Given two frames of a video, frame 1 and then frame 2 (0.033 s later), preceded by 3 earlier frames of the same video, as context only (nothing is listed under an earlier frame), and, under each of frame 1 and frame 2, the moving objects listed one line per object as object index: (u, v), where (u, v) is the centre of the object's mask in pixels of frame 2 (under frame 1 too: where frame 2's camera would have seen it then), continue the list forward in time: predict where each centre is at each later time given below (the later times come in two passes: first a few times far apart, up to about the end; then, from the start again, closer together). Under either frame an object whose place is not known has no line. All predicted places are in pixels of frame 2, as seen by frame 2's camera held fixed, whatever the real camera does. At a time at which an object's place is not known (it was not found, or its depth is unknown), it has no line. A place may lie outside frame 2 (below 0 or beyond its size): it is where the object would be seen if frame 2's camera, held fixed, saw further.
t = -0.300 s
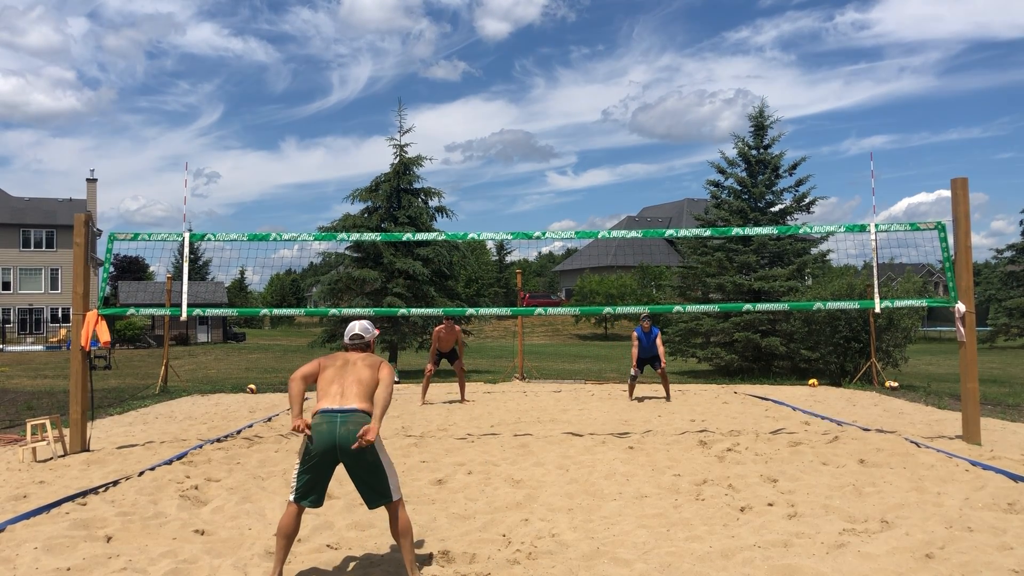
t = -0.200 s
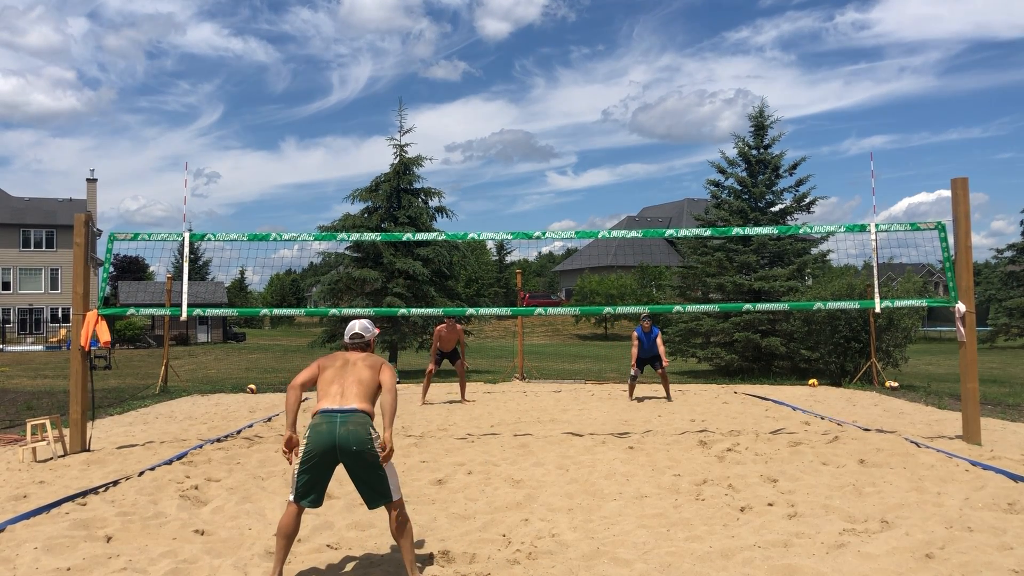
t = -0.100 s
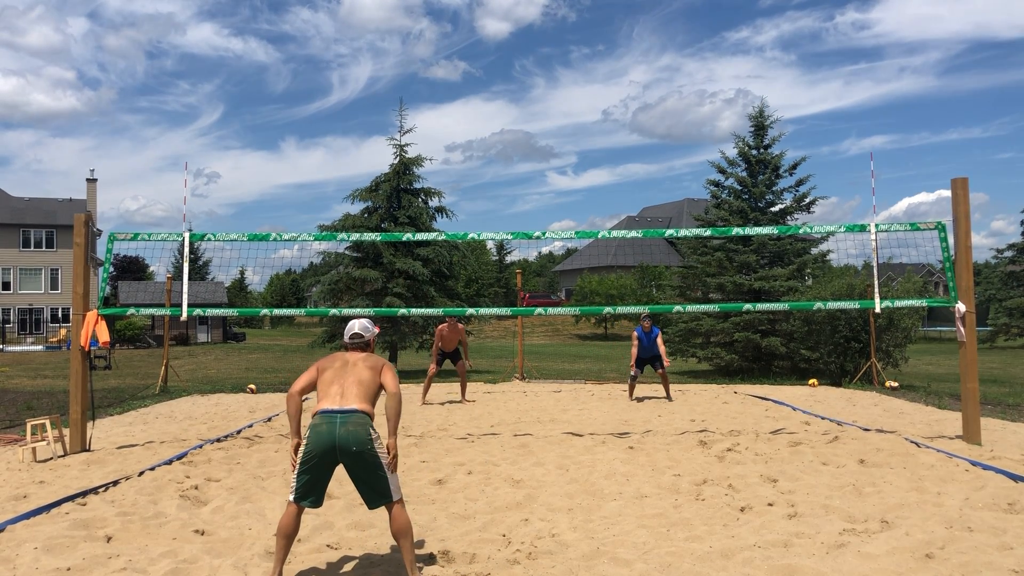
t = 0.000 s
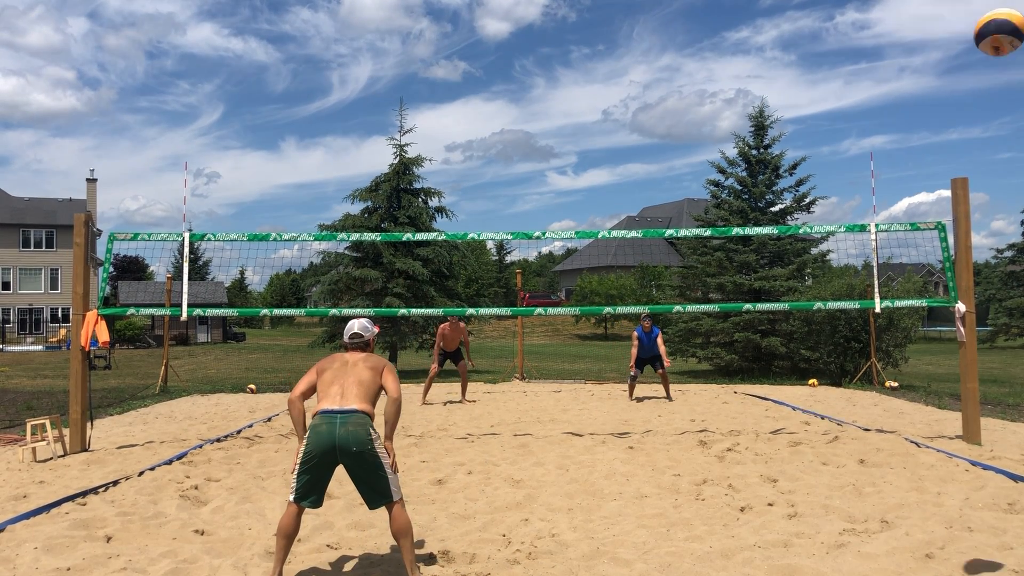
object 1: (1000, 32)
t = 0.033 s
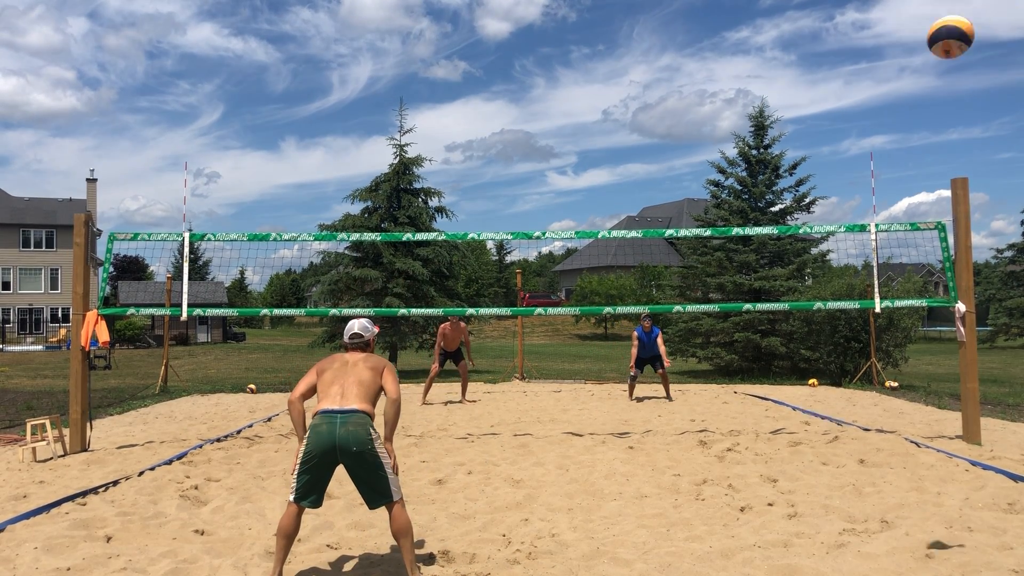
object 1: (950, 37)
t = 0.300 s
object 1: (759, 83)
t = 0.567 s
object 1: (681, 144)
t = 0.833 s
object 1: (634, 216)
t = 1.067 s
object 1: (608, 291)
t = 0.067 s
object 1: (911, 41)
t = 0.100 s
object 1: (877, 46)
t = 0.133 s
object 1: (850, 52)
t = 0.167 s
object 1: (827, 57)
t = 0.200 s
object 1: (807, 63)
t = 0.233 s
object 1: (789, 69)
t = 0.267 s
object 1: (773, 76)
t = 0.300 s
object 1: (759, 83)
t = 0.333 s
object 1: (746, 90)
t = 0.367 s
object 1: (734, 97)
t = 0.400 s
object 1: (723, 105)
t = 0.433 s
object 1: (714, 112)
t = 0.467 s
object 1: (705, 120)
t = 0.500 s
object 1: (697, 128)
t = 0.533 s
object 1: (689, 136)
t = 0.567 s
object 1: (681, 144)
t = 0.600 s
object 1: (674, 153)
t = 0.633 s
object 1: (668, 162)
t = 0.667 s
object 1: (661, 170)
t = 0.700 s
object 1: (655, 179)
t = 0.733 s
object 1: (650, 188)
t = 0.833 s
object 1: (634, 216)
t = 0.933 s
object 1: (622, 247)
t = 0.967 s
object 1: (618, 258)
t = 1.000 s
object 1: (615, 269)
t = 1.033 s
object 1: (611, 280)
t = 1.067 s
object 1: (608, 291)
